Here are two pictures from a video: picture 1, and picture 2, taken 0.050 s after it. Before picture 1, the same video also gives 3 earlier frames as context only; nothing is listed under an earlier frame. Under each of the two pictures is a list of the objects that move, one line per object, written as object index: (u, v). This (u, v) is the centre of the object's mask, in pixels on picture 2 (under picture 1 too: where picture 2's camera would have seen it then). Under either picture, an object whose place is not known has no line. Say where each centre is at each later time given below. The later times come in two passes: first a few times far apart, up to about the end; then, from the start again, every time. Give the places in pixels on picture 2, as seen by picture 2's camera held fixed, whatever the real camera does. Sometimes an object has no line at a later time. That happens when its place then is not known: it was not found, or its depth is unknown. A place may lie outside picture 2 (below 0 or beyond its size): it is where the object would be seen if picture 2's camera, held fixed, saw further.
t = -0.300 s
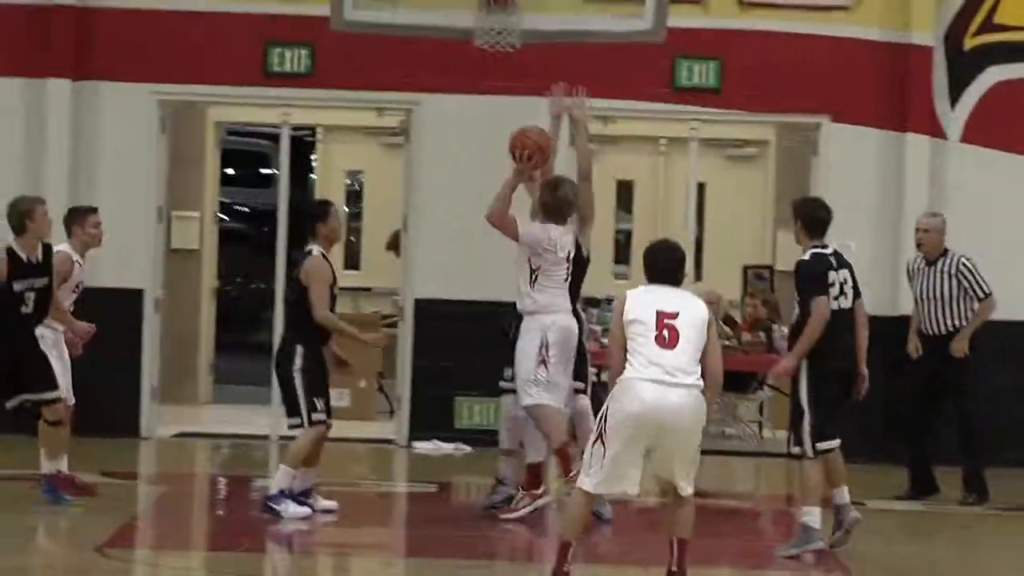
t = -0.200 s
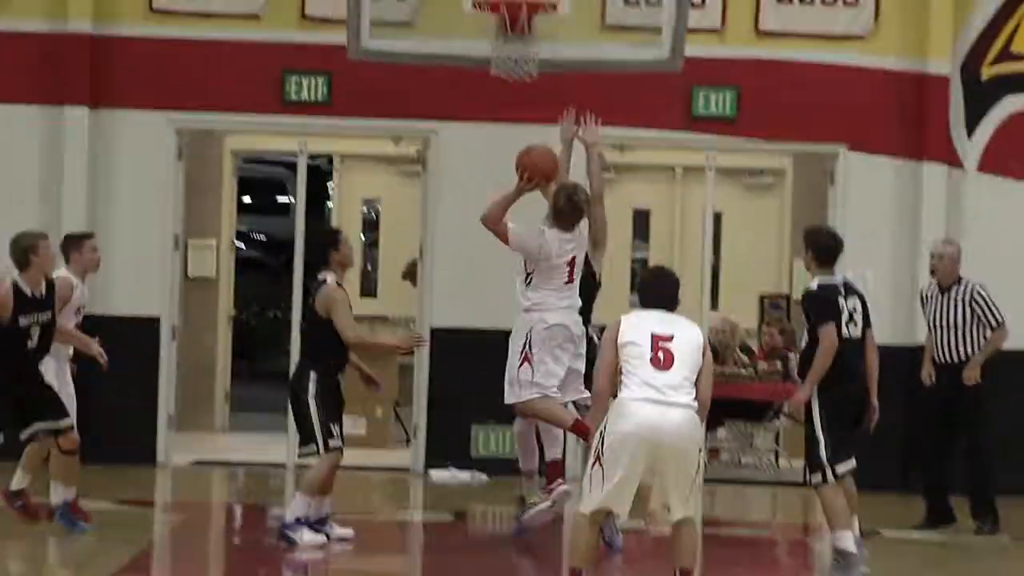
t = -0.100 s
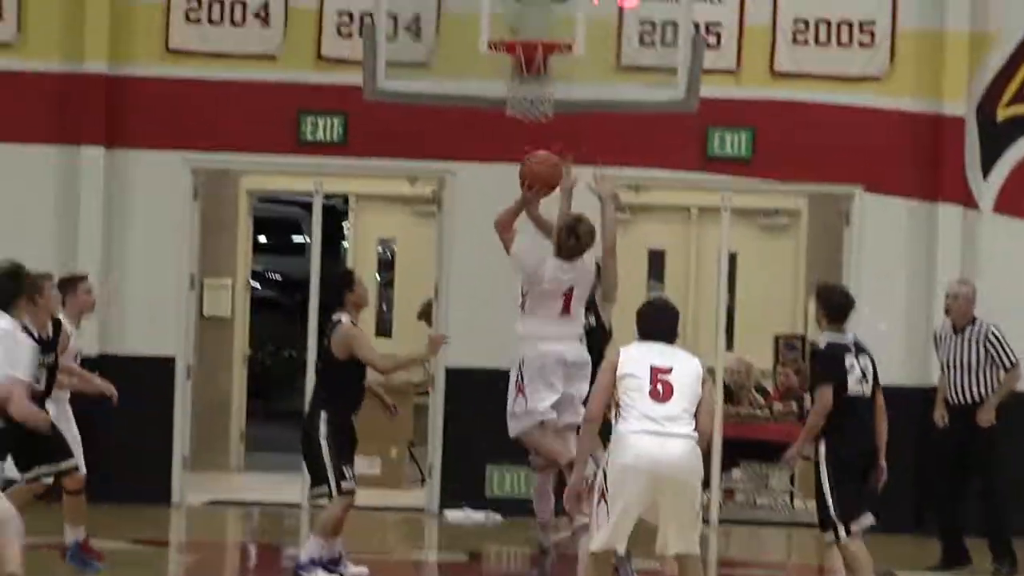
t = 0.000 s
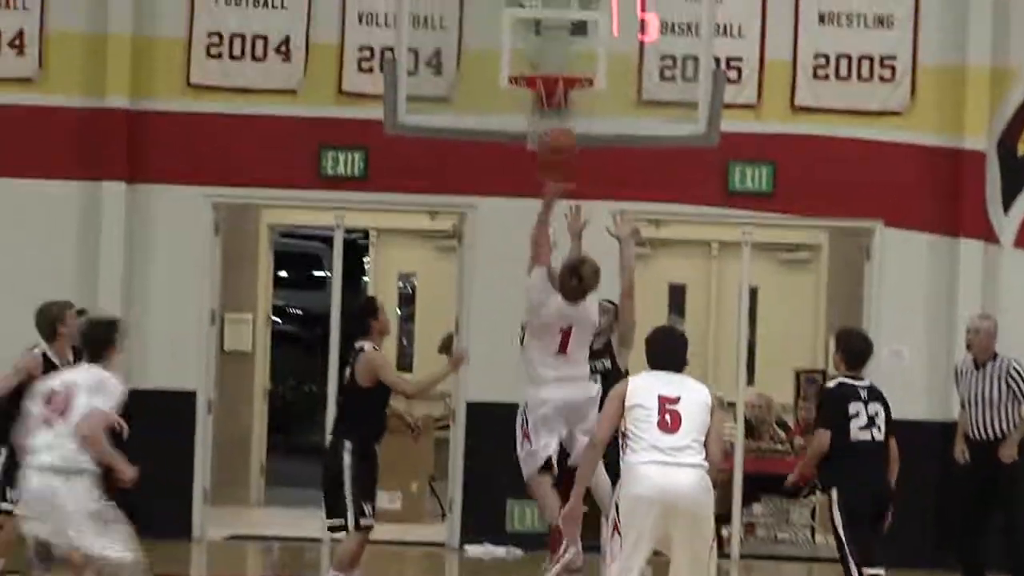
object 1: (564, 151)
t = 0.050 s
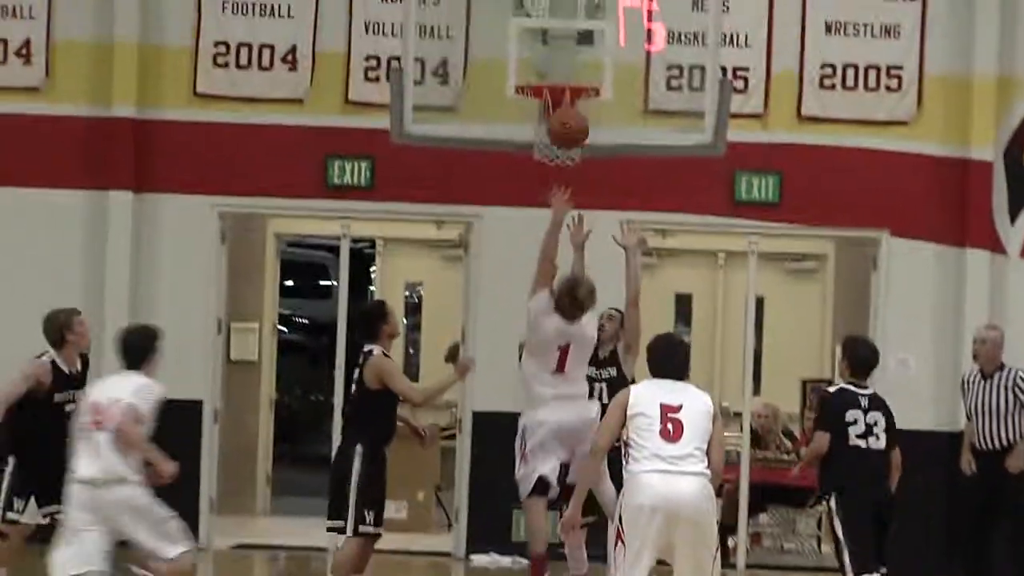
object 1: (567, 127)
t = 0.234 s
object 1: (573, 58)
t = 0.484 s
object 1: (577, 58)
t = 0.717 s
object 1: (582, 76)
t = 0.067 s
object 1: (568, 119)
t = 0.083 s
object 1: (568, 112)
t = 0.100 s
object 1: (573, 105)
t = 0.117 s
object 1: (570, 97)
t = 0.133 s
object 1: (572, 88)
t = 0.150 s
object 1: (572, 82)
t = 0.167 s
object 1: (572, 75)
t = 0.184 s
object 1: (572, 69)
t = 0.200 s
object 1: (572, 66)
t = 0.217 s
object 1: (573, 62)
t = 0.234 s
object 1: (573, 58)
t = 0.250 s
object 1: (573, 56)
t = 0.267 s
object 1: (574, 51)
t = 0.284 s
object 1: (574, 49)
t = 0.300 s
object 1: (575, 47)
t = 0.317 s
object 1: (575, 46)
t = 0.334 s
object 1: (575, 45)
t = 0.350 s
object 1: (575, 45)
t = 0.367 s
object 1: (575, 45)
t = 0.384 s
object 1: (575, 45)
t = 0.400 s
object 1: (576, 46)
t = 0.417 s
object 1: (576, 48)
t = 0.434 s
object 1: (577, 49)
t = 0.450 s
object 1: (577, 51)
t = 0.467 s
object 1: (577, 54)
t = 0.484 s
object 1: (577, 58)
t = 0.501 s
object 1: (577, 62)
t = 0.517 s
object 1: (577, 66)
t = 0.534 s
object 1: (577, 65)
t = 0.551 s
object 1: (578, 64)
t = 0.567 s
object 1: (579, 63)
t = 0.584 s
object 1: (579, 62)
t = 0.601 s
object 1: (579, 62)
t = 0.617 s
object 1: (579, 62)
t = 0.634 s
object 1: (580, 63)
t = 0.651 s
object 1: (580, 64)
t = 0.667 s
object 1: (581, 67)
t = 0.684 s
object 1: (581, 68)
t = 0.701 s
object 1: (582, 70)
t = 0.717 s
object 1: (582, 76)
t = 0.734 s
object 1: (583, 78)
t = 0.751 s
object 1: (583, 83)
